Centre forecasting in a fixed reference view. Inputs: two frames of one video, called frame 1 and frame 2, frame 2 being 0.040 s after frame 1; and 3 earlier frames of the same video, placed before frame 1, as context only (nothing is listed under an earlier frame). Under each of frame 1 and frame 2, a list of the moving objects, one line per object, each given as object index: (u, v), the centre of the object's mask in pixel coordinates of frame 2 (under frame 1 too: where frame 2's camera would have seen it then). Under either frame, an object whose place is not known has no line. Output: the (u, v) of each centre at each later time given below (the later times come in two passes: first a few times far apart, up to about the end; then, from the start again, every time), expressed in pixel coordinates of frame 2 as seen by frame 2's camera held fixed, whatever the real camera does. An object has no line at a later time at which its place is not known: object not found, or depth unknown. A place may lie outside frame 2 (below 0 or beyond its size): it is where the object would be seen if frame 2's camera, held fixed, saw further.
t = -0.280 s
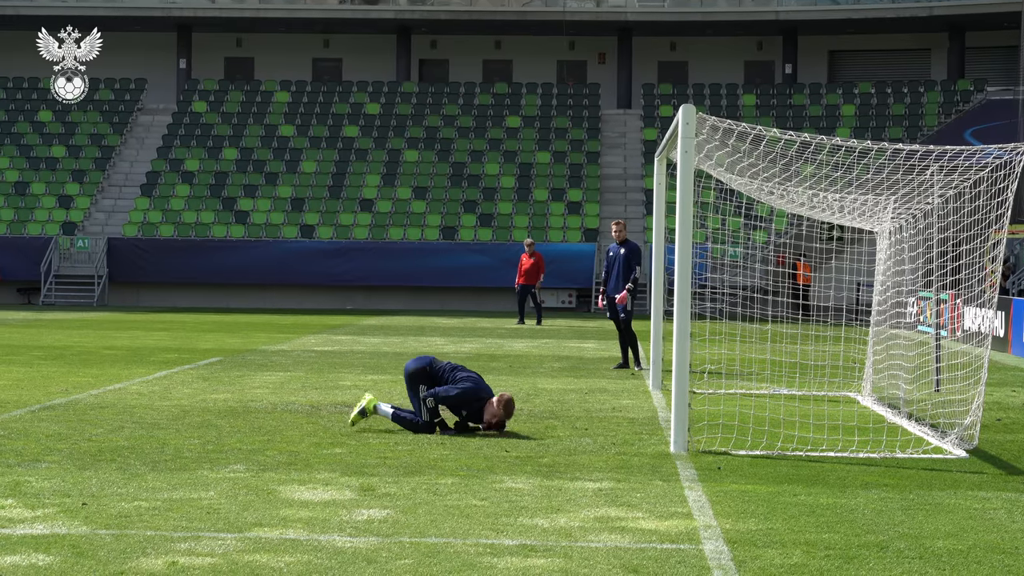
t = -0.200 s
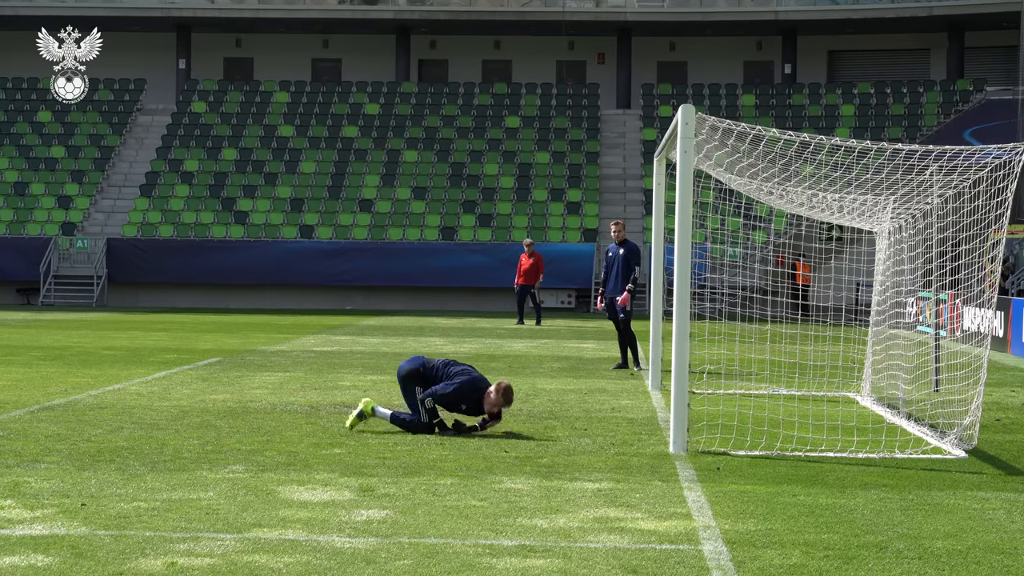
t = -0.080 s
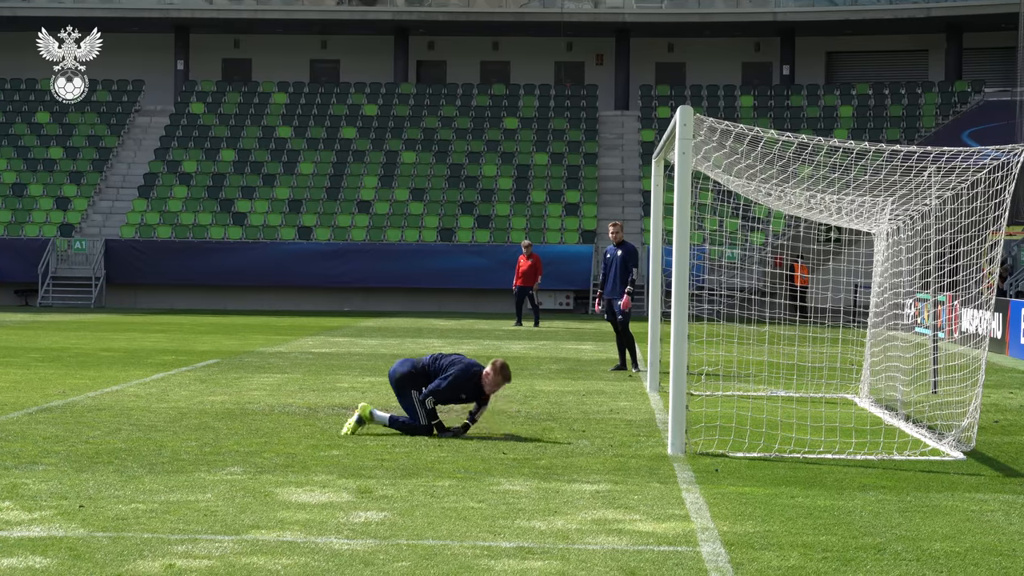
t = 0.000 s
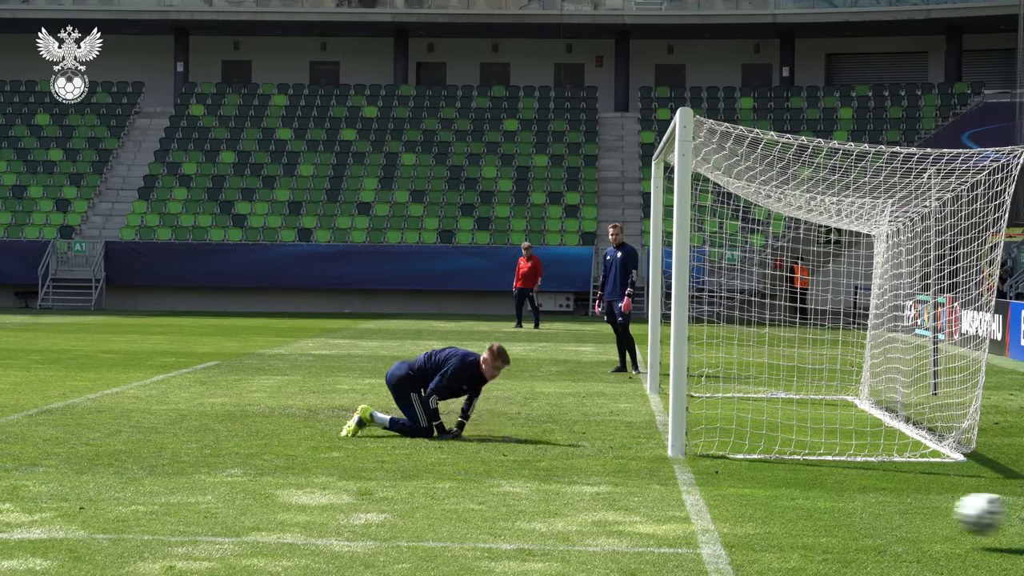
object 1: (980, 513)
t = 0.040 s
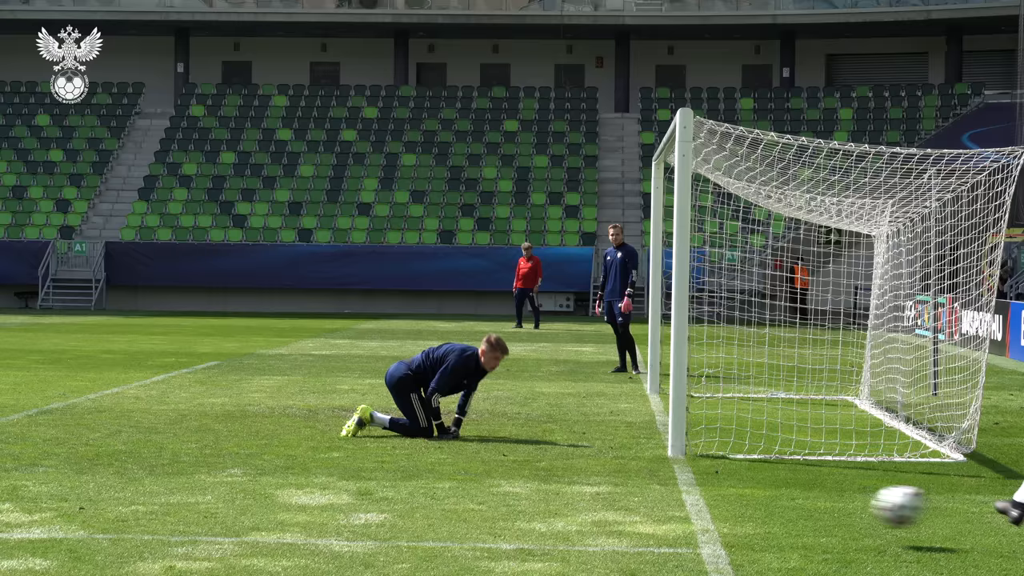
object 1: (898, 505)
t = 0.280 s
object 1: (430, 512)
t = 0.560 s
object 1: (52, 503)
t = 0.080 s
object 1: (816, 501)
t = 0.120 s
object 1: (736, 499)
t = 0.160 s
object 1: (657, 501)
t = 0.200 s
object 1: (577, 504)
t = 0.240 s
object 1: (498, 513)
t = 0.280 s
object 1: (430, 512)
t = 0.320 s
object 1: (375, 504)
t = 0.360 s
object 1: (317, 499)
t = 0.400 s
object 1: (262, 496)
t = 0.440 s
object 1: (205, 497)
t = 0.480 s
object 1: (149, 501)
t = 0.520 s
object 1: (94, 508)
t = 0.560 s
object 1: (52, 503)
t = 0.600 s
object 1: (18, 496)
